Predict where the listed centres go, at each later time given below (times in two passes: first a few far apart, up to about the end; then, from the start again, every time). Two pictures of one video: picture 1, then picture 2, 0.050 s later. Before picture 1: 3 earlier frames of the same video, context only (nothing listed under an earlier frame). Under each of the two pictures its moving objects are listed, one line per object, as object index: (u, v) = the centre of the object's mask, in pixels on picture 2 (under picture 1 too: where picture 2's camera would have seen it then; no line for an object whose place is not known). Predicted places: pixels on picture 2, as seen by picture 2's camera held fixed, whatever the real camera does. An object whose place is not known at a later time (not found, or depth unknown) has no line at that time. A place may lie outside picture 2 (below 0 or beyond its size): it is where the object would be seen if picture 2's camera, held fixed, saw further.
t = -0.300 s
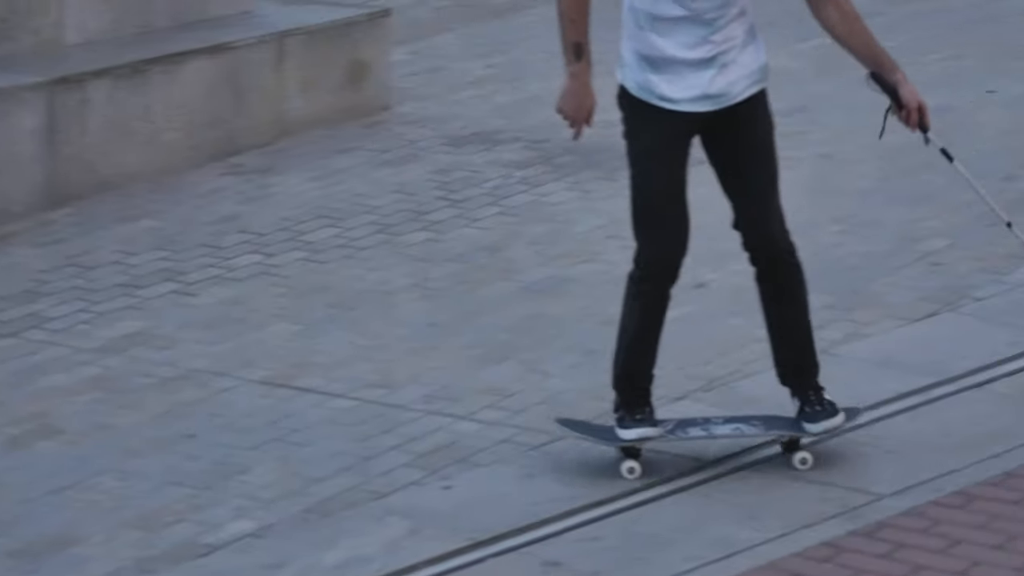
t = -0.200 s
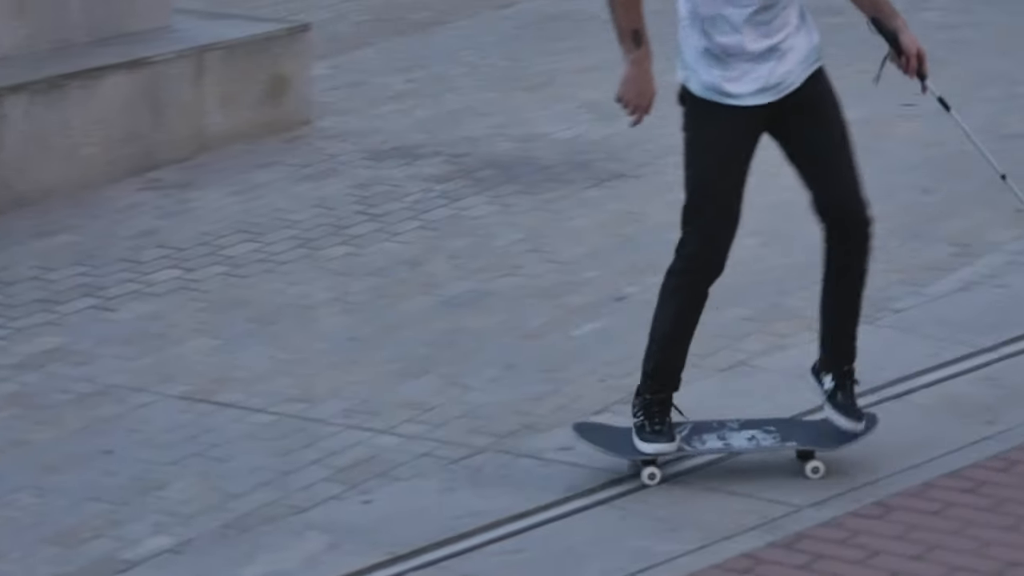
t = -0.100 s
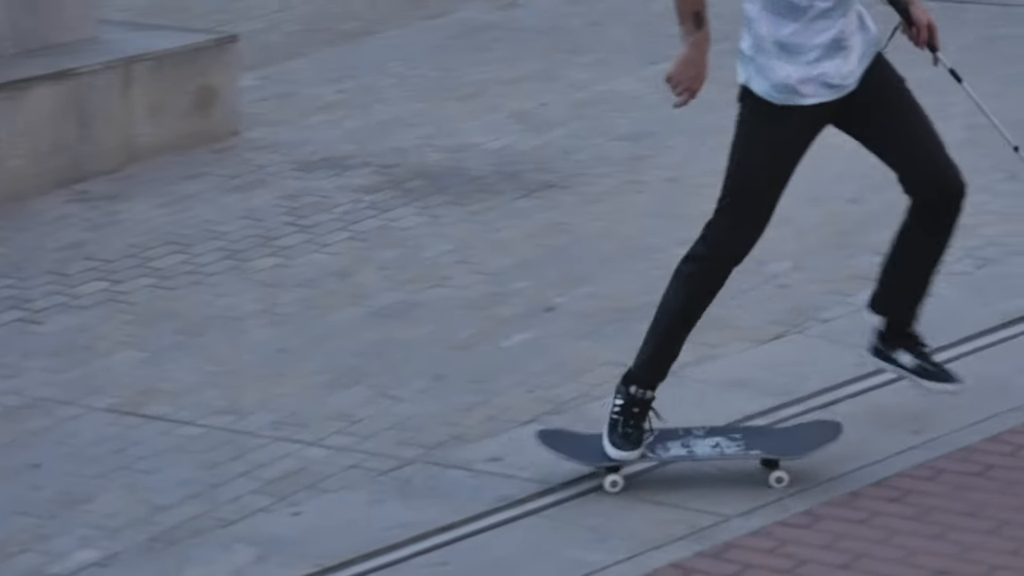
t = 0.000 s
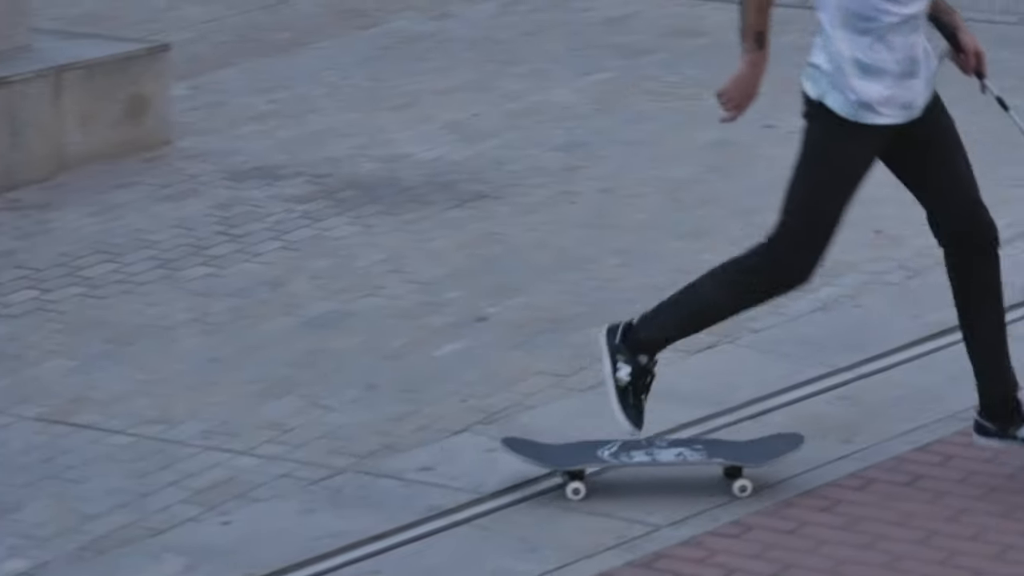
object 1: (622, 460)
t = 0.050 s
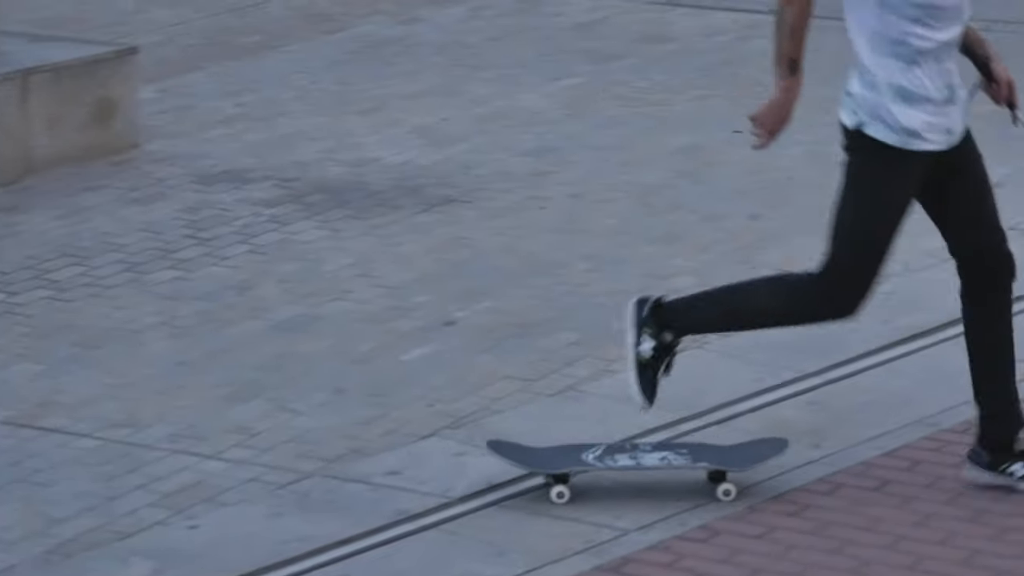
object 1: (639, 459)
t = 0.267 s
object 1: (706, 460)
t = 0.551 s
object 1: (781, 460)
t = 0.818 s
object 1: (848, 460)
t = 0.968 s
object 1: (881, 460)
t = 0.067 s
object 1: (644, 459)
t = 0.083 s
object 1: (649, 459)
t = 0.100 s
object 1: (655, 459)
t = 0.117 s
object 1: (660, 459)
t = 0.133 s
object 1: (666, 459)
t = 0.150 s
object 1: (672, 459)
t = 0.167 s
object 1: (676, 459)
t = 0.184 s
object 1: (681, 460)
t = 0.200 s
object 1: (686, 459)
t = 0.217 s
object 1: (691, 460)
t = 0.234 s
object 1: (696, 460)
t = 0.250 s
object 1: (700, 460)
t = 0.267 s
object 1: (706, 460)
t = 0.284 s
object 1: (711, 460)
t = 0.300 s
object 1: (715, 460)
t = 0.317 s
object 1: (720, 460)
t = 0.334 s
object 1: (725, 460)
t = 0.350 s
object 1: (728, 460)
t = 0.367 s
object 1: (732, 460)
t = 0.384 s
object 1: (738, 460)
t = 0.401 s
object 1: (743, 460)
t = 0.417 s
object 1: (747, 460)
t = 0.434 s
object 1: (751, 460)
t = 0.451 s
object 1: (755, 460)
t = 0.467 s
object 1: (760, 460)
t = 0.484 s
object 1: (765, 460)
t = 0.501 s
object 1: (770, 460)
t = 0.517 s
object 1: (773, 460)
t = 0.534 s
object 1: (776, 460)
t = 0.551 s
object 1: (781, 460)
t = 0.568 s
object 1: (787, 460)
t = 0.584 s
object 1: (791, 460)
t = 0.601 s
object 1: (796, 461)
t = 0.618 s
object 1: (800, 460)
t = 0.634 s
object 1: (804, 460)
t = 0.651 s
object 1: (808, 461)
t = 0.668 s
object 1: (812, 461)
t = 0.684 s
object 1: (817, 461)
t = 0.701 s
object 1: (821, 461)
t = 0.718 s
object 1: (825, 461)
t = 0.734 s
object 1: (829, 460)
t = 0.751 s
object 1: (834, 460)
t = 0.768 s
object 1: (836, 460)
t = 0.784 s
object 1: (841, 460)
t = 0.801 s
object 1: (845, 460)
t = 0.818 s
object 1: (848, 460)
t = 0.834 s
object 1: (851, 460)
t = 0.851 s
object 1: (855, 460)
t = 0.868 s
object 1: (859, 460)
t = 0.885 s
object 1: (863, 460)
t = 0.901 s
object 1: (867, 460)
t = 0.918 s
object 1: (870, 460)
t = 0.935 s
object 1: (874, 460)
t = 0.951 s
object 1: (877, 460)
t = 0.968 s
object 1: (881, 460)
